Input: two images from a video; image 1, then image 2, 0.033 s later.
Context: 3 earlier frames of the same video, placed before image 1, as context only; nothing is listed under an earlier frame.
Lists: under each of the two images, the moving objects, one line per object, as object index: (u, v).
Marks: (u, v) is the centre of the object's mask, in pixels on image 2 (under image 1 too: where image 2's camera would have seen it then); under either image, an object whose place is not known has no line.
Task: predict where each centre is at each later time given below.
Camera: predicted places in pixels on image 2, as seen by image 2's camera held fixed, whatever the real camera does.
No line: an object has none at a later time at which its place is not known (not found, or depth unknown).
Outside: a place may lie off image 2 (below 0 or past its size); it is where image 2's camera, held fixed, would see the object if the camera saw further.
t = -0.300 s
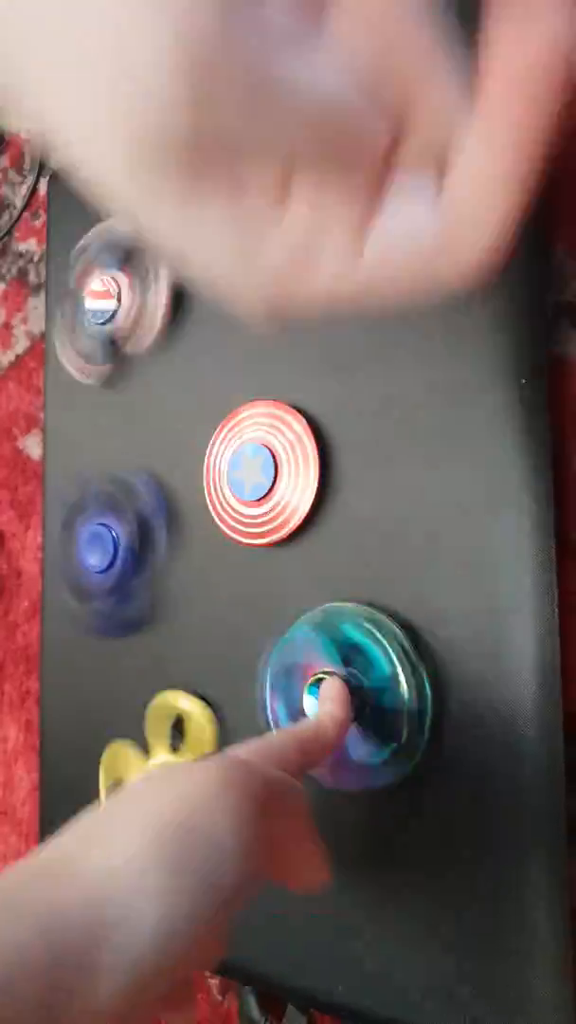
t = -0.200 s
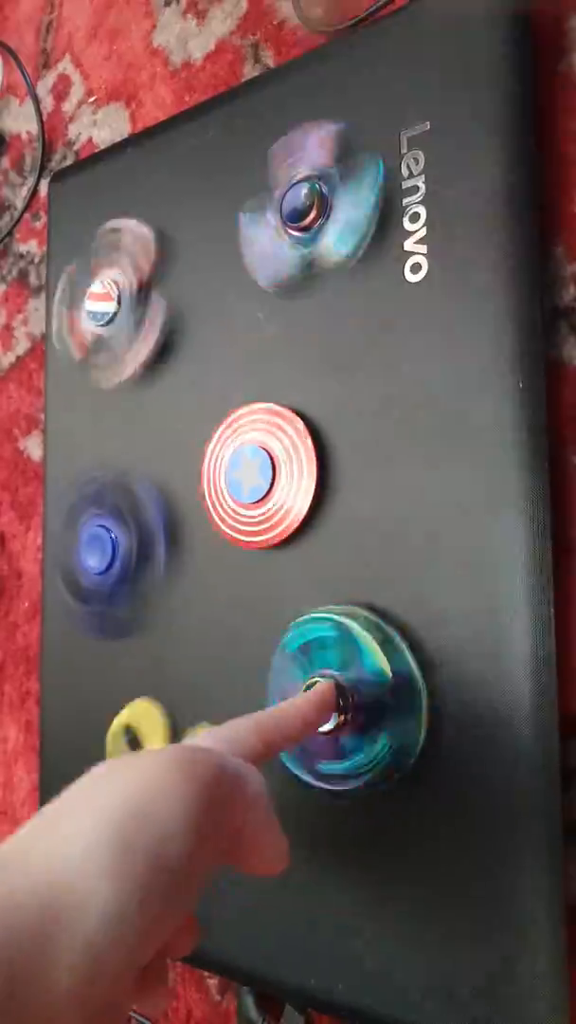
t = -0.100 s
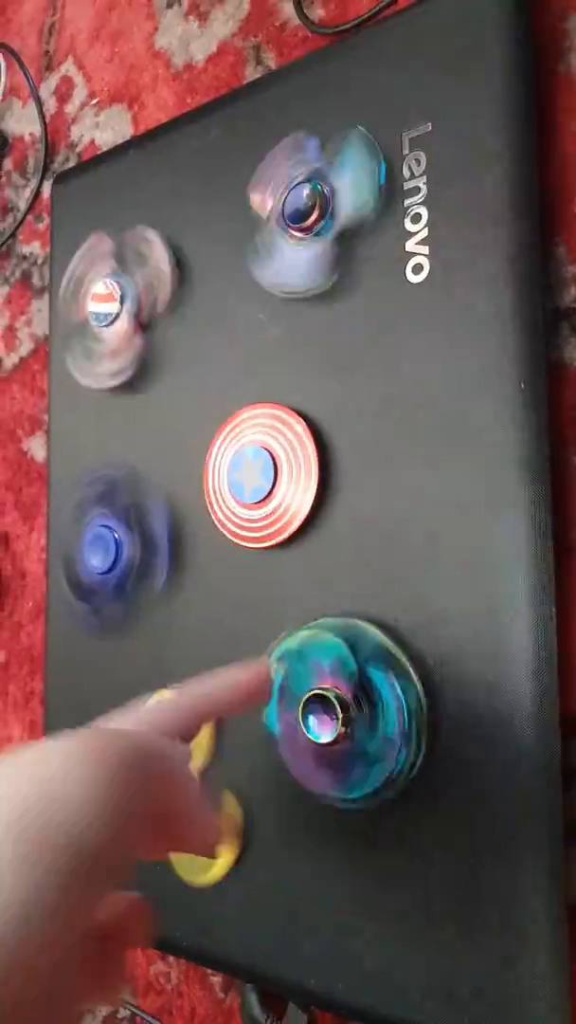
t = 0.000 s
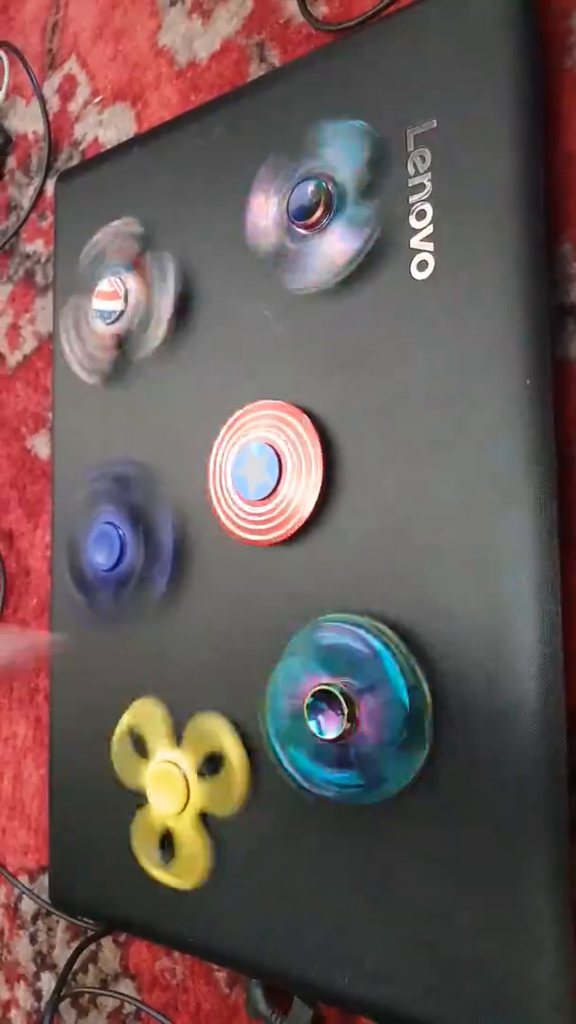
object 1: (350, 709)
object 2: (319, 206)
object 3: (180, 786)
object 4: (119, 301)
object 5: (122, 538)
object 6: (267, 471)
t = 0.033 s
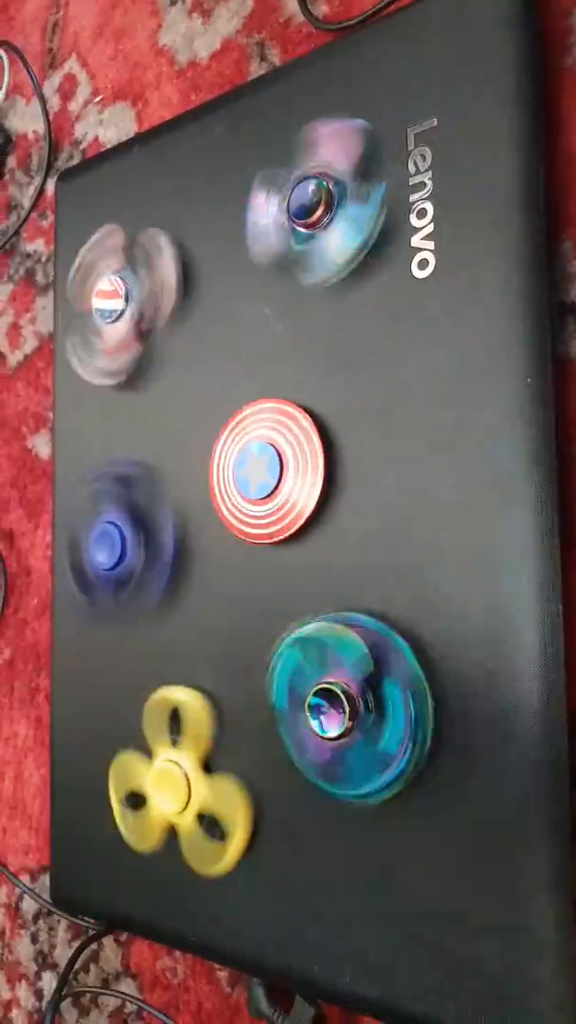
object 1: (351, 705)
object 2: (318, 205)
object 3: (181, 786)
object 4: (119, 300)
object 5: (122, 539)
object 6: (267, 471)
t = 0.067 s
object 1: (352, 707)
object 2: (319, 203)
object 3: (180, 786)
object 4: (119, 301)
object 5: (122, 539)
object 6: (267, 470)
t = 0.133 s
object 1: (349, 706)
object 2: (318, 203)
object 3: (180, 786)
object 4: (119, 300)
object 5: (122, 540)
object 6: (267, 470)
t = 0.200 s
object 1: (351, 706)
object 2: (316, 204)
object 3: (180, 786)
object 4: (118, 301)
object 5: (122, 541)
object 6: (267, 470)
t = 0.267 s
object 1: (349, 707)
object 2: (317, 207)
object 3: (180, 786)
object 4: (119, 301)
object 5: (122, 542)
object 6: (267, 471)
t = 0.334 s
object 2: (317, 206)
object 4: (117, 302)
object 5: (122, 544)
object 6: (267, 472)
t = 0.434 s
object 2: (316, 205)
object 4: (120, 301)
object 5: (124, 547)
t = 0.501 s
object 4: (118, 305)
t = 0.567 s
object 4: (119, 301)
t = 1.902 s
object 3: (180, 785)
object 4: (120, 303)
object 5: (123, 542)
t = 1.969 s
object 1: (350, 706)
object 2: (319, 205)
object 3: (180, 785)
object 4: (119, 301)
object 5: (123, 541)
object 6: (268, 472)
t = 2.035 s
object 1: (351, 708)
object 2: (318, 203)
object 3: (181, 786)
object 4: (120, 300)
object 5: (123, 541)
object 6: (268, 472)
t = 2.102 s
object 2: (317, 206)
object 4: (120, 302)
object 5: (123, 541)
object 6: (267, 473)
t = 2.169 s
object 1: (351, 704)
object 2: (317, 204)
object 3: (181, 786)
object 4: (120, 303)
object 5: (123, 541)
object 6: (267, 471)
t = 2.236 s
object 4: (119, 302)
